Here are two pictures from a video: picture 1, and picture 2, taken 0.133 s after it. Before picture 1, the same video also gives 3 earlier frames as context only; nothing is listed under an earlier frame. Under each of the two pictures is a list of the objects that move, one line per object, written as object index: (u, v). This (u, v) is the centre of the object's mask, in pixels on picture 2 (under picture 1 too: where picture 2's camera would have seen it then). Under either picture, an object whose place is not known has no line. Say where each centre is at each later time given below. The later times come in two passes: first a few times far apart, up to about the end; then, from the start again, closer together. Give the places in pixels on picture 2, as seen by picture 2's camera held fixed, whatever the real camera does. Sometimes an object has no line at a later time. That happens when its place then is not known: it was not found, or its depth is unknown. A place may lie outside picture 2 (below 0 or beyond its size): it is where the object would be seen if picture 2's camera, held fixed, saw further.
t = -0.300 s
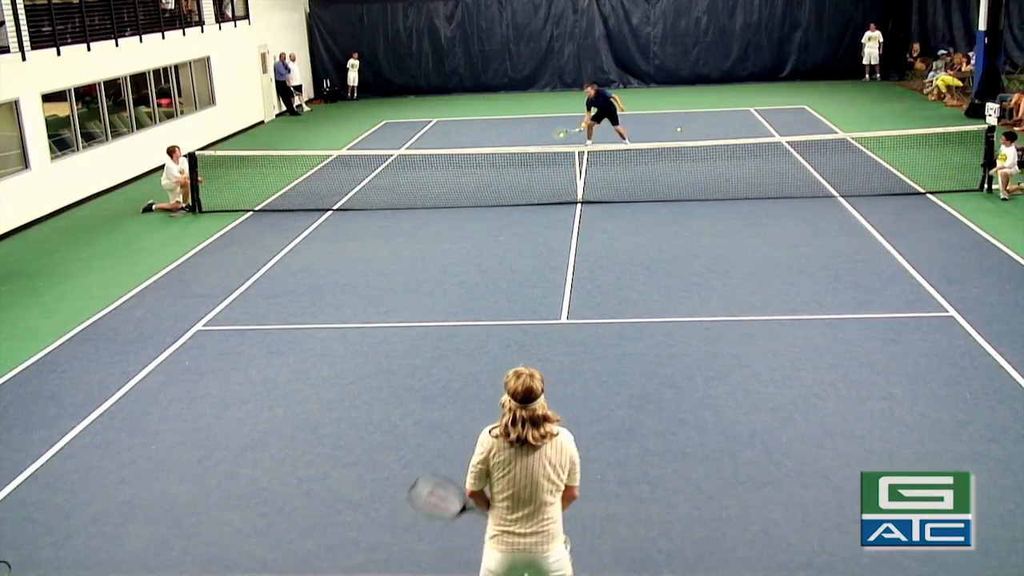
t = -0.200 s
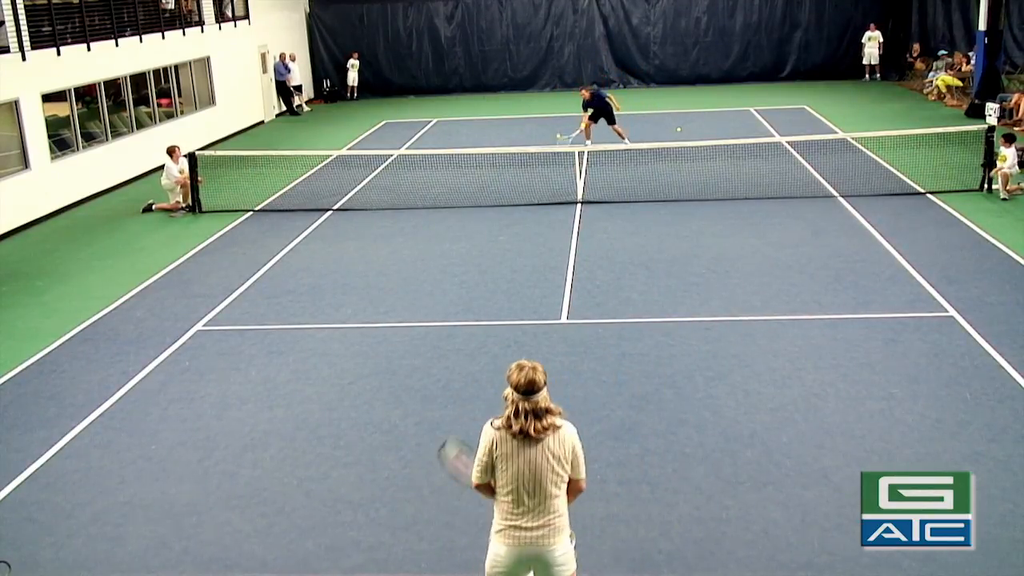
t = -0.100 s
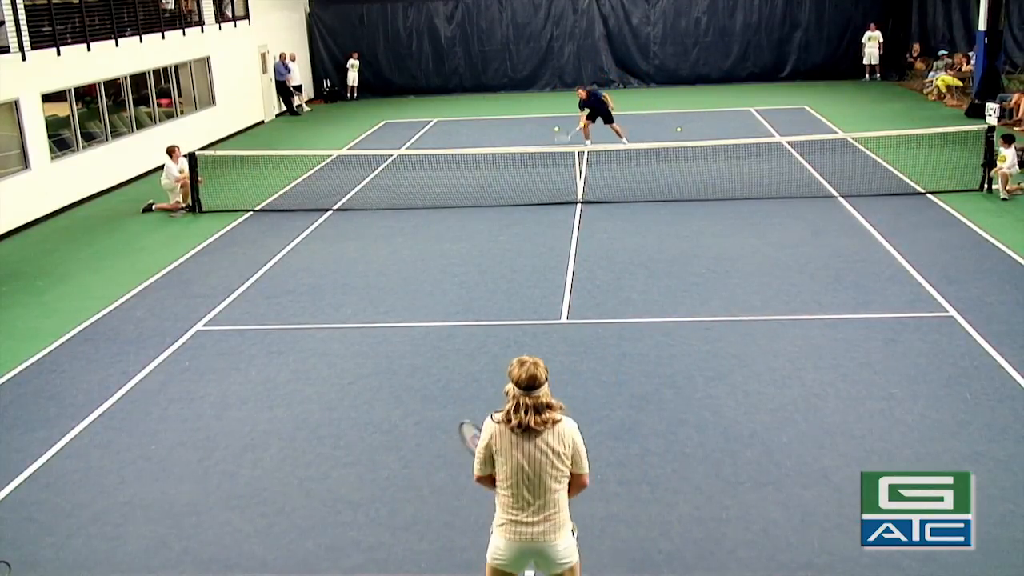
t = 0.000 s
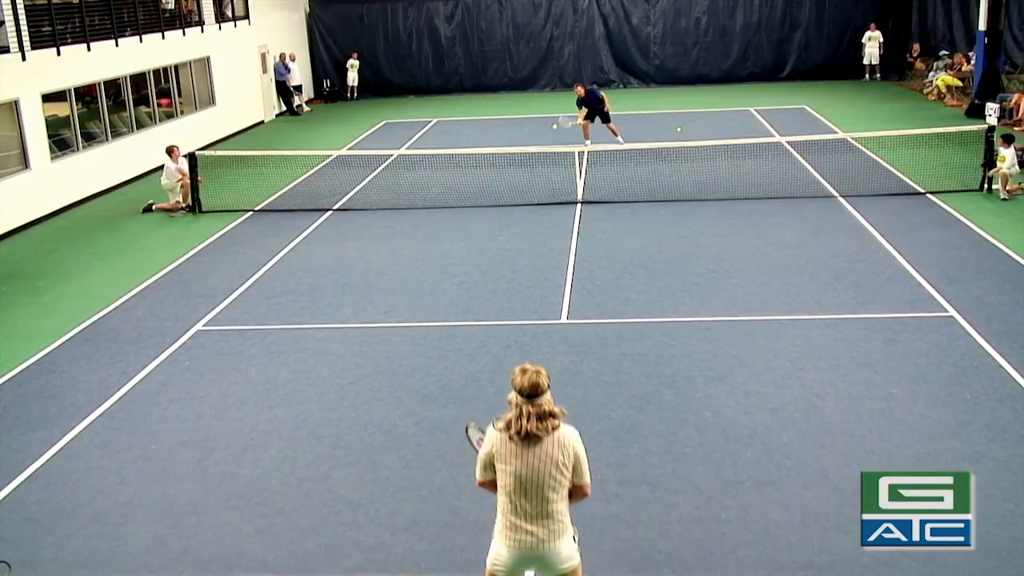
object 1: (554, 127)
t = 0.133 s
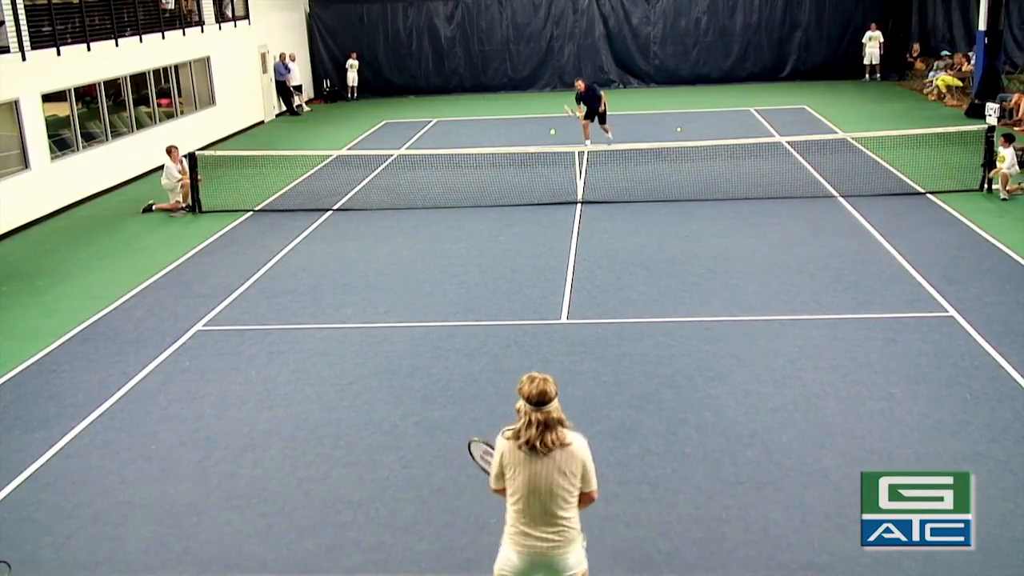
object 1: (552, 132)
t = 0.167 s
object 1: (551, 137)
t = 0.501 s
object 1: (544, 219)
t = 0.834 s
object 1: (529, 302)
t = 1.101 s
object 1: (509, 340)
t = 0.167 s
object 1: (551, 137)
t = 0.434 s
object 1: (546, 194)
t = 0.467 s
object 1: (545, 205)
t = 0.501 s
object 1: (544, 219)
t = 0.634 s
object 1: (540, 289)
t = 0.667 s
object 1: (539, 307)
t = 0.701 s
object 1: (537, 309)
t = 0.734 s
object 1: (535, 306)
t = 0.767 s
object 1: (533, 304)
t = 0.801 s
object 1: (530, 301)
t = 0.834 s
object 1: (529, 302)
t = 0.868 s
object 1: (527, 302)
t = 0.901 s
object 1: (524, 303)
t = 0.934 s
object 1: (522, 306)
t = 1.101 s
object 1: (509, 340)
